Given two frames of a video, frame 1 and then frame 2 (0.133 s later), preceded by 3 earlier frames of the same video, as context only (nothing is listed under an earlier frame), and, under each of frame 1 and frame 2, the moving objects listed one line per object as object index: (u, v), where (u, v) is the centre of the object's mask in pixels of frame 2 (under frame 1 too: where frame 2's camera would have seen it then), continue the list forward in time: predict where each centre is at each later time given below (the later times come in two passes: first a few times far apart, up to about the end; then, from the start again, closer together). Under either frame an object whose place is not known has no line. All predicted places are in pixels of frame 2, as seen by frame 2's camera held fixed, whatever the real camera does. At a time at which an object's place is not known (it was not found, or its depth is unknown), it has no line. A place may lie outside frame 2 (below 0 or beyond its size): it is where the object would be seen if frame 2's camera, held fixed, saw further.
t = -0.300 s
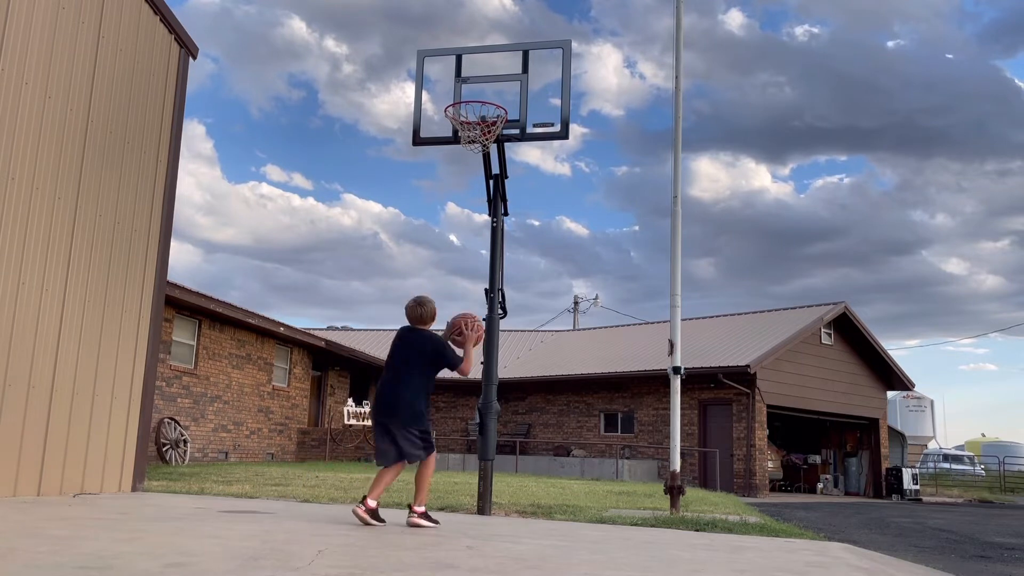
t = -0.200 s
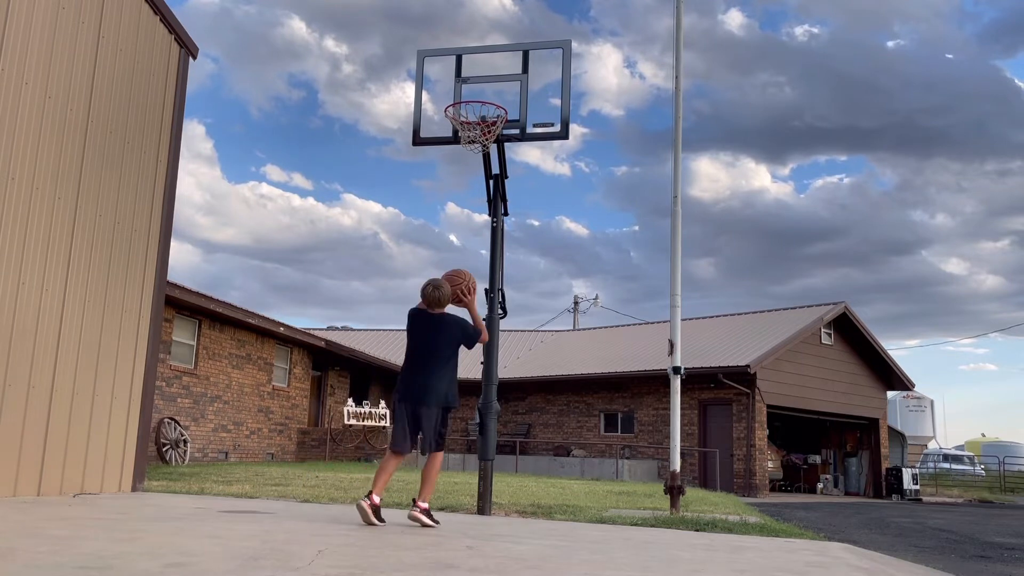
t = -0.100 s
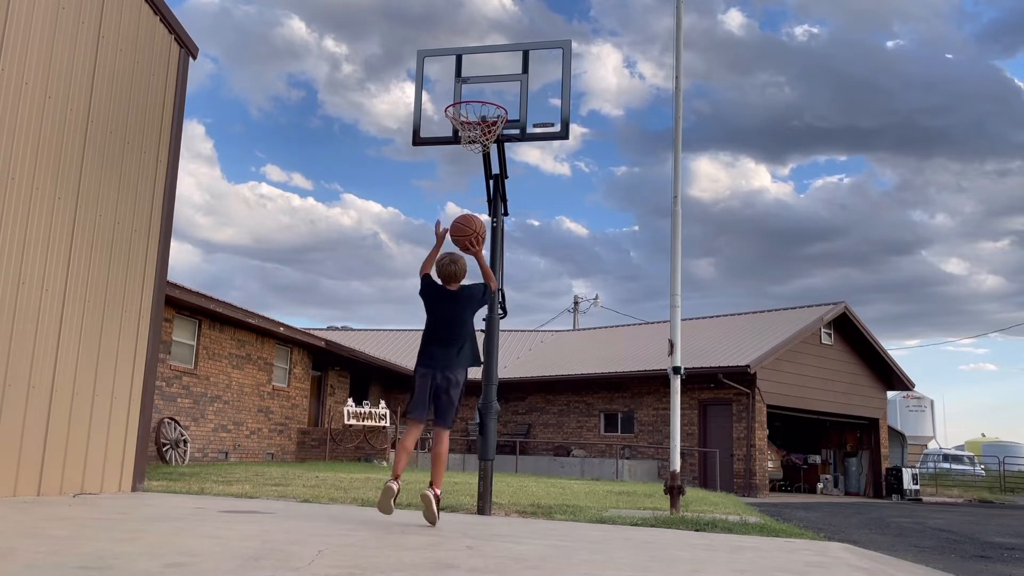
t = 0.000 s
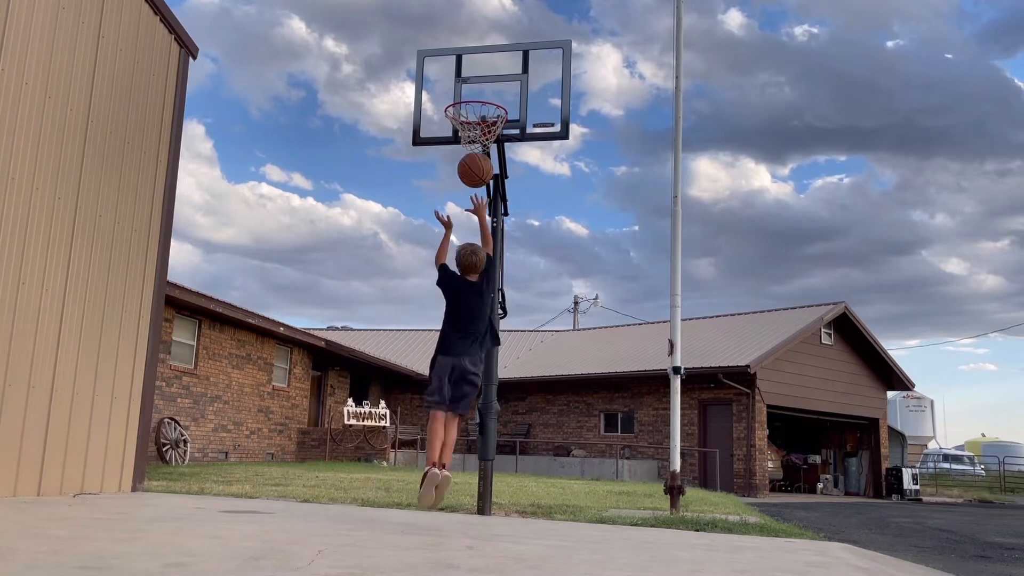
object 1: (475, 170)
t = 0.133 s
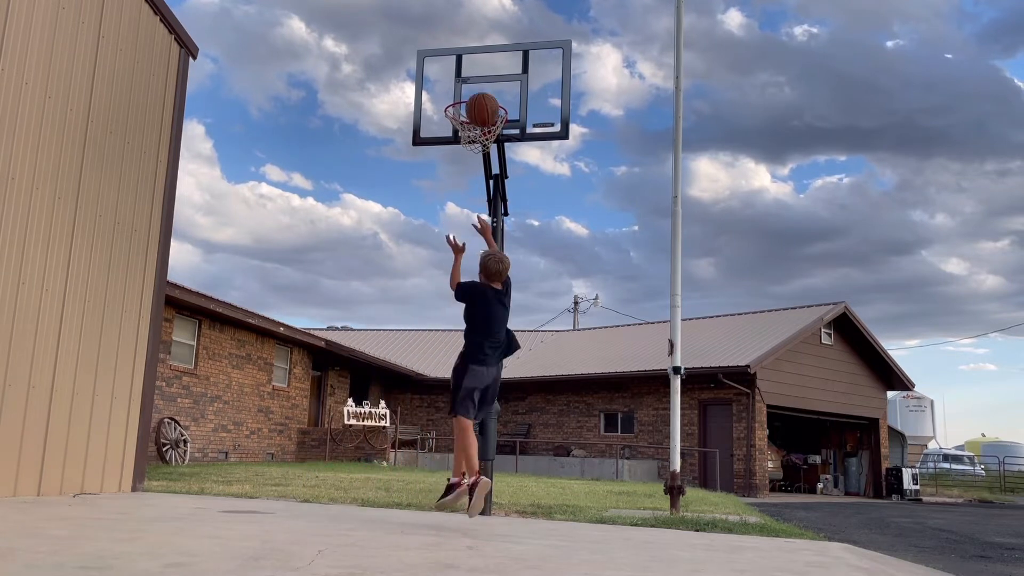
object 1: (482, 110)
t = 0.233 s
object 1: (486, 83)
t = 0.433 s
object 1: (493, 70)
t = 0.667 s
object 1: (493, 98)
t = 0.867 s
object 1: (467, 131)
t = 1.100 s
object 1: (463, 174)
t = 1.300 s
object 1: (463, 259)
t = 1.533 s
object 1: (461, 436)
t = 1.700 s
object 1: (473, 433)
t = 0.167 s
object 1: (484, 99)
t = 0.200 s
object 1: (485, 90)
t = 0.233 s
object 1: (486, 83)
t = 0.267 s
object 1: (488, 77)
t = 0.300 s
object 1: (489, 73)
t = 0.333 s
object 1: (490, 70)
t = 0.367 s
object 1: (491, 69)
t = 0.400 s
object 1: (492, 69)
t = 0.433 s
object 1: (493, 70)
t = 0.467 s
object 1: (493, 73)
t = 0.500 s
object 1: (494, 77)
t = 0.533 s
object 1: (494, 82)
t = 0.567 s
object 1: (495, 88)
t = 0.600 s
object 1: (496, 96)
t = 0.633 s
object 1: (496, 101)
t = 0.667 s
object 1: (493, 98)
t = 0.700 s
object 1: (488, 106)
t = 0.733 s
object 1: (484, 110)
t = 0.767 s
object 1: (480, 110)
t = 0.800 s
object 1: (480, 118)
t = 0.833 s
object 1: (476, 119)
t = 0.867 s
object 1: (467, 131)
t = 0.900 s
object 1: (465, 144)
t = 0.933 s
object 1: (462, 148)
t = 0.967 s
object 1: (461, 148)
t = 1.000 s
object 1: (462, 152)
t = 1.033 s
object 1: (462, 158)
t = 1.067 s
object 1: (462, 165)
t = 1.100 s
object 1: (463, 174)
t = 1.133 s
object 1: (463, 184)
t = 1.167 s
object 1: (463, 196)
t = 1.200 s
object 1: (463, 209)
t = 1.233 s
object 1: (463, 224)
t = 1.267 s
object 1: (463, 241)
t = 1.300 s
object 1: (463, 259)
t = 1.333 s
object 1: (463, 278)
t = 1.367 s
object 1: (463, 300)
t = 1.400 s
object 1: (462, 323)
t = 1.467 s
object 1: (462, 375)
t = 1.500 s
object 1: (461, 404)
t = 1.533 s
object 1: (461, 436)
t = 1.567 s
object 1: (460, 469)
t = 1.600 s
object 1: (459, 505)
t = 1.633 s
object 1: (464, 481)
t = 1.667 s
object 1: (469, 455)
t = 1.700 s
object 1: (473, 433)
